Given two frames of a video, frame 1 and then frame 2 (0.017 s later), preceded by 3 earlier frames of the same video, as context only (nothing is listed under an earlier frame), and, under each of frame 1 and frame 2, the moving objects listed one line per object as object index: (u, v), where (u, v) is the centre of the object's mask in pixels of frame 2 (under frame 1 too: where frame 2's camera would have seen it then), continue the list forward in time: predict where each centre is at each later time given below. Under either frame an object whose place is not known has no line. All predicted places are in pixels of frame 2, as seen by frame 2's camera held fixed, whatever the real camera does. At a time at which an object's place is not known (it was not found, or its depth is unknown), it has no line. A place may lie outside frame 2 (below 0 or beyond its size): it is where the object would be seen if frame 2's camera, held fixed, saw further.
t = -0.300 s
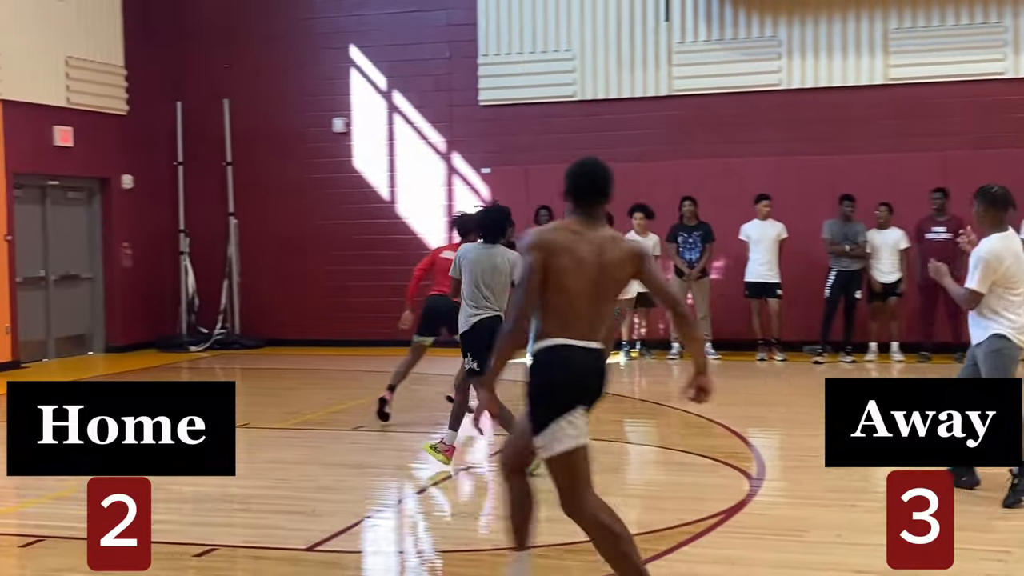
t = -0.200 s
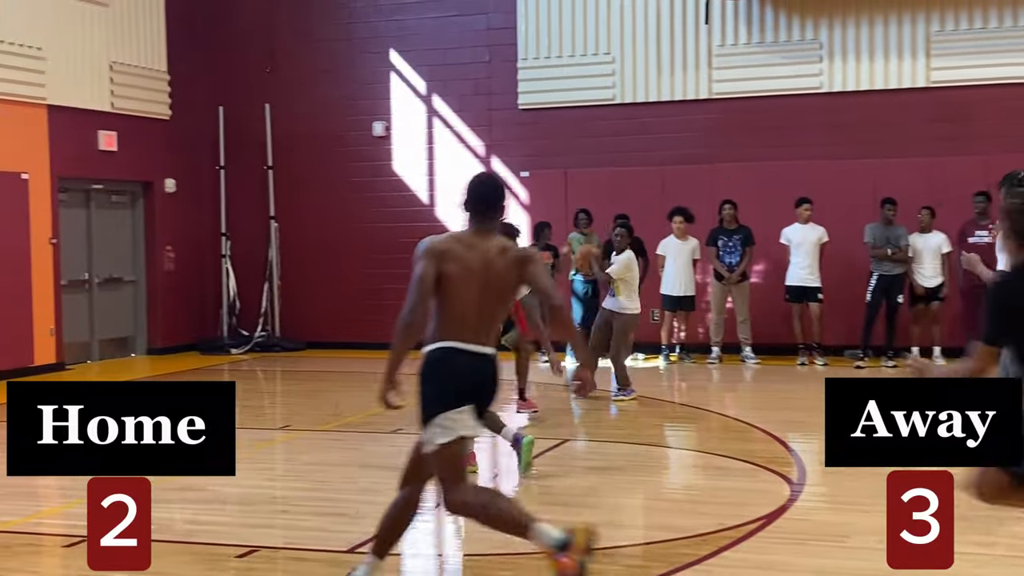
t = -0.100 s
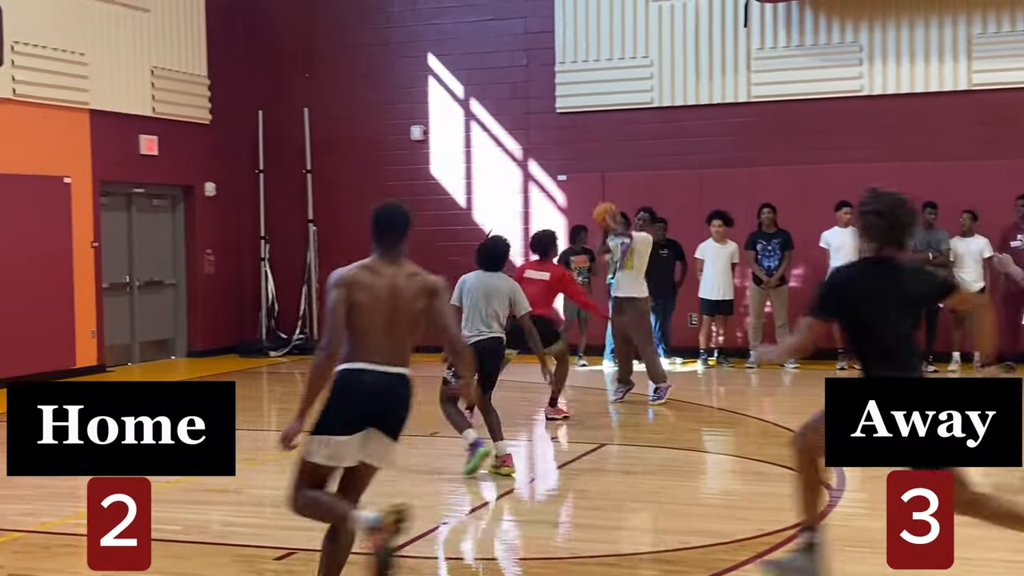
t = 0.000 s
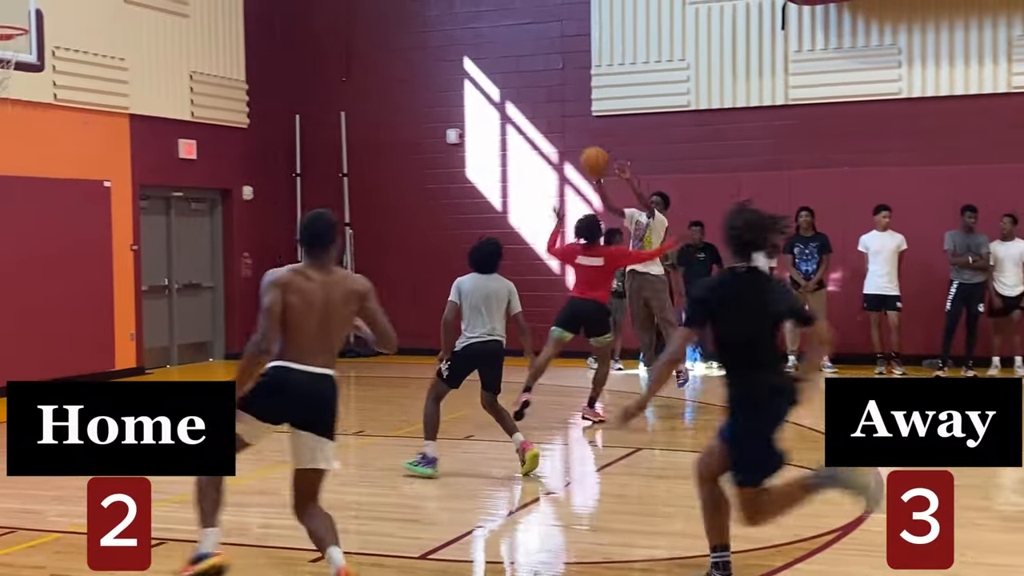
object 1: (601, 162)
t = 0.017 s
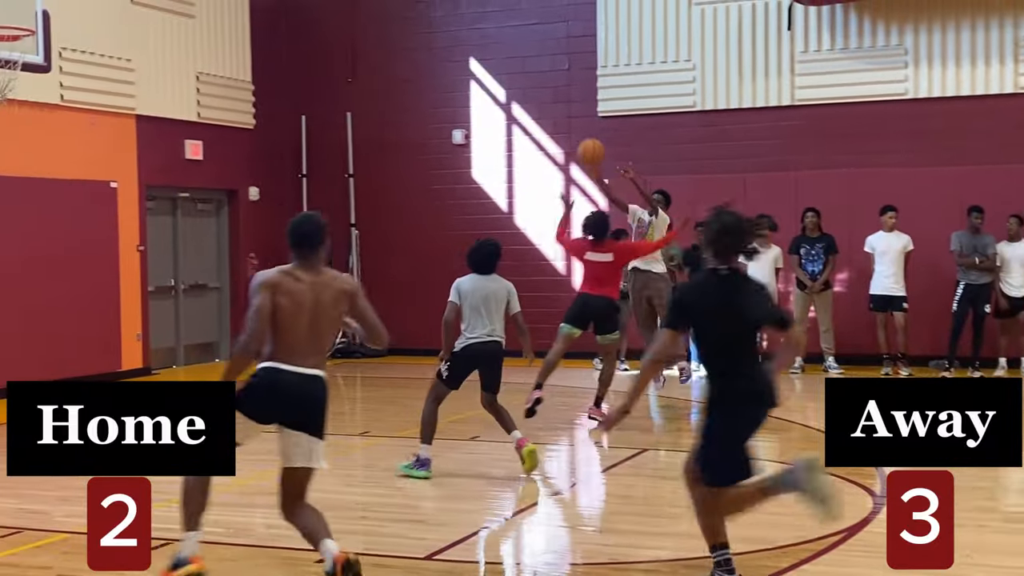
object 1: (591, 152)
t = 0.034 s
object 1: (581, 143)
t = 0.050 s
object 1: (571, 138)
